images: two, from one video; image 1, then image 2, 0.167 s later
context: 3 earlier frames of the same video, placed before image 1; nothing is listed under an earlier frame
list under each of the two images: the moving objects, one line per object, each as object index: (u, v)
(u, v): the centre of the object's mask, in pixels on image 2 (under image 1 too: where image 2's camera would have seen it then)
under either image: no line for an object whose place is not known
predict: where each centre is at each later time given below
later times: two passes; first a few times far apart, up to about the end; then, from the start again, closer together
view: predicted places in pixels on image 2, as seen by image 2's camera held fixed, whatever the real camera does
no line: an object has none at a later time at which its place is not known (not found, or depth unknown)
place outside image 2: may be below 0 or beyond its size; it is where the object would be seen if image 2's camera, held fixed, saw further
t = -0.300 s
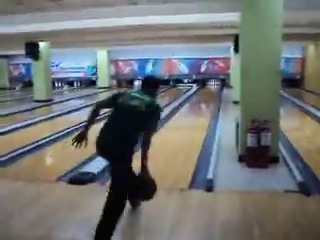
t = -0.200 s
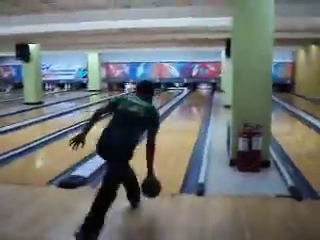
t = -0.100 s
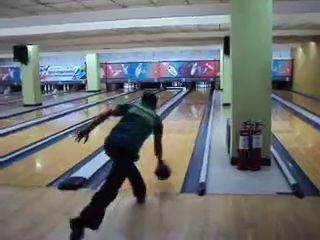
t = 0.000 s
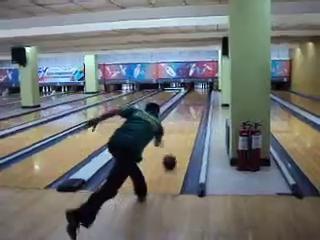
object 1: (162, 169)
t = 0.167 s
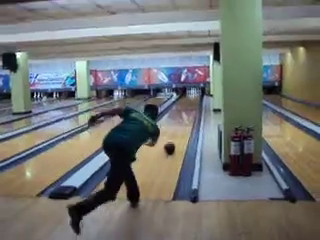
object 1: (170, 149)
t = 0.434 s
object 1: (177, 129)
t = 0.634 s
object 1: (180, 120)
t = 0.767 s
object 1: (182, 116)
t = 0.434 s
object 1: (177, 129)
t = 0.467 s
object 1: (177, 128)
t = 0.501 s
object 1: (178, 125)
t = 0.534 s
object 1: (178, 124)
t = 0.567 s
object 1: (179, 122)
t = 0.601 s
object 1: (180, 121)
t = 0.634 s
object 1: (180, 120)
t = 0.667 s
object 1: (181, 119)
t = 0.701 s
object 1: (181, 118)
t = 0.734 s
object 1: (181, 117)
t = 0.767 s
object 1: (182, 116)
